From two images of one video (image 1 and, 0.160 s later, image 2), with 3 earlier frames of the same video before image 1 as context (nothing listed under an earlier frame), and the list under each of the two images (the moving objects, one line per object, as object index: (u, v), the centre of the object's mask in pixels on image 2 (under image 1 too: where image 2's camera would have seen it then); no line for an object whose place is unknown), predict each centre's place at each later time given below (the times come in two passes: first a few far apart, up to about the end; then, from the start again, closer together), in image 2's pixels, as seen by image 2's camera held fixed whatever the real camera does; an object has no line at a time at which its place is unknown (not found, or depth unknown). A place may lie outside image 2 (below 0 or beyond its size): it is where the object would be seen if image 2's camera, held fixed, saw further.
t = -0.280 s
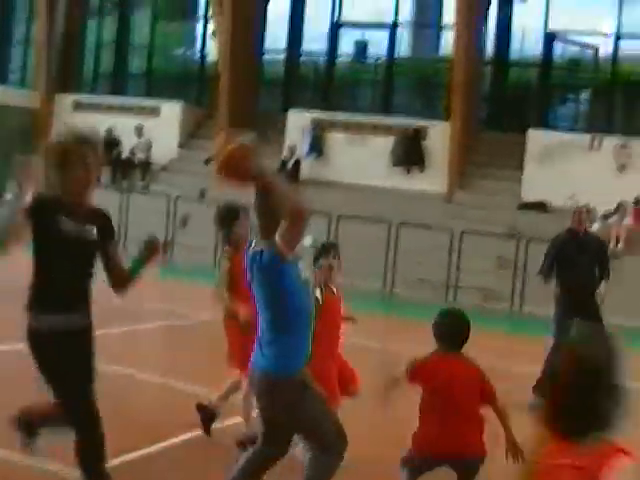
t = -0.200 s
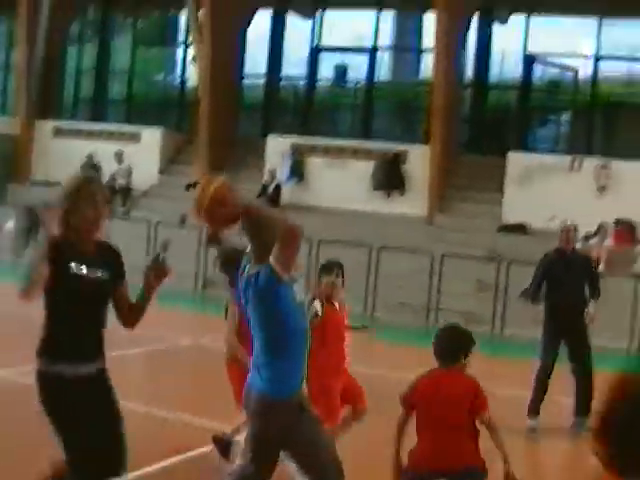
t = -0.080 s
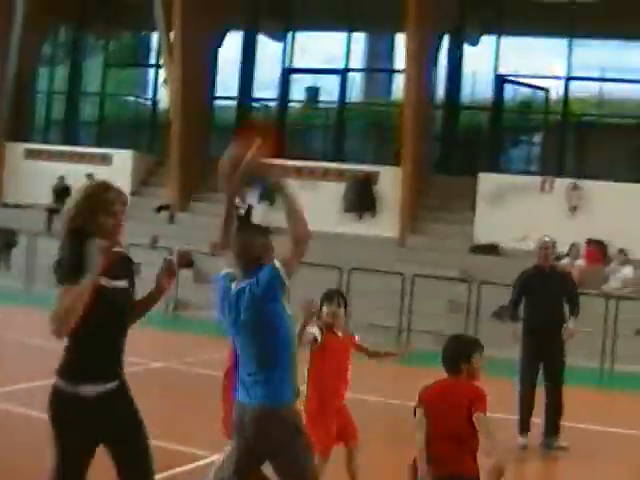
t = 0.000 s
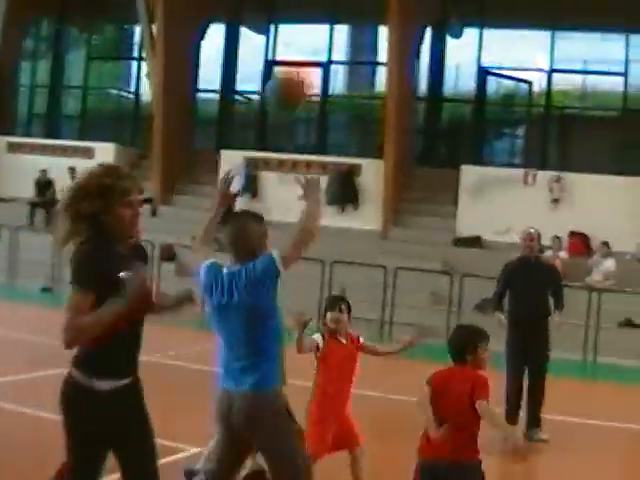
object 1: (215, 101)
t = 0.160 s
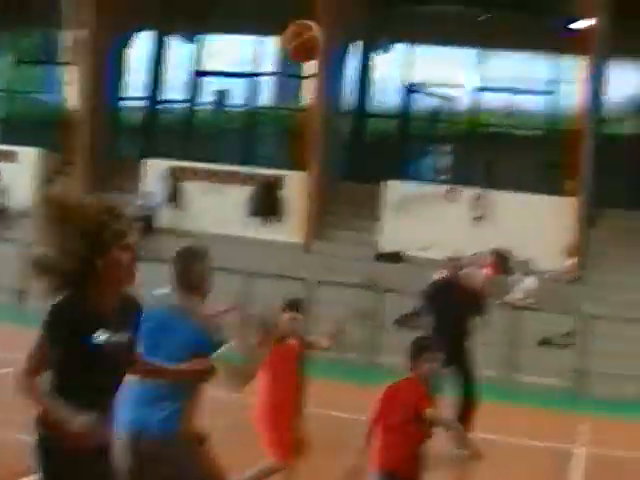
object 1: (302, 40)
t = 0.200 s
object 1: (320, 35)
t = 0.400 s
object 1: (386, 48)
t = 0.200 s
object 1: (320, 35)
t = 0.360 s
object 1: (373, 42)
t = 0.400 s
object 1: (386, 48)
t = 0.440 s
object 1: (397, 58)
